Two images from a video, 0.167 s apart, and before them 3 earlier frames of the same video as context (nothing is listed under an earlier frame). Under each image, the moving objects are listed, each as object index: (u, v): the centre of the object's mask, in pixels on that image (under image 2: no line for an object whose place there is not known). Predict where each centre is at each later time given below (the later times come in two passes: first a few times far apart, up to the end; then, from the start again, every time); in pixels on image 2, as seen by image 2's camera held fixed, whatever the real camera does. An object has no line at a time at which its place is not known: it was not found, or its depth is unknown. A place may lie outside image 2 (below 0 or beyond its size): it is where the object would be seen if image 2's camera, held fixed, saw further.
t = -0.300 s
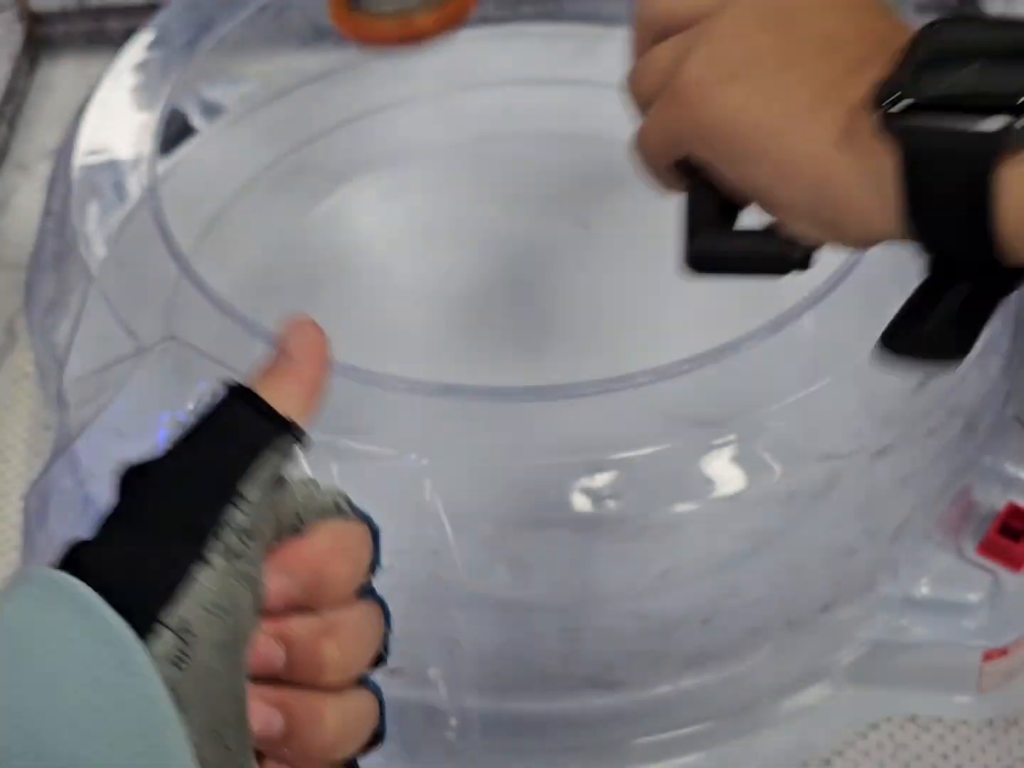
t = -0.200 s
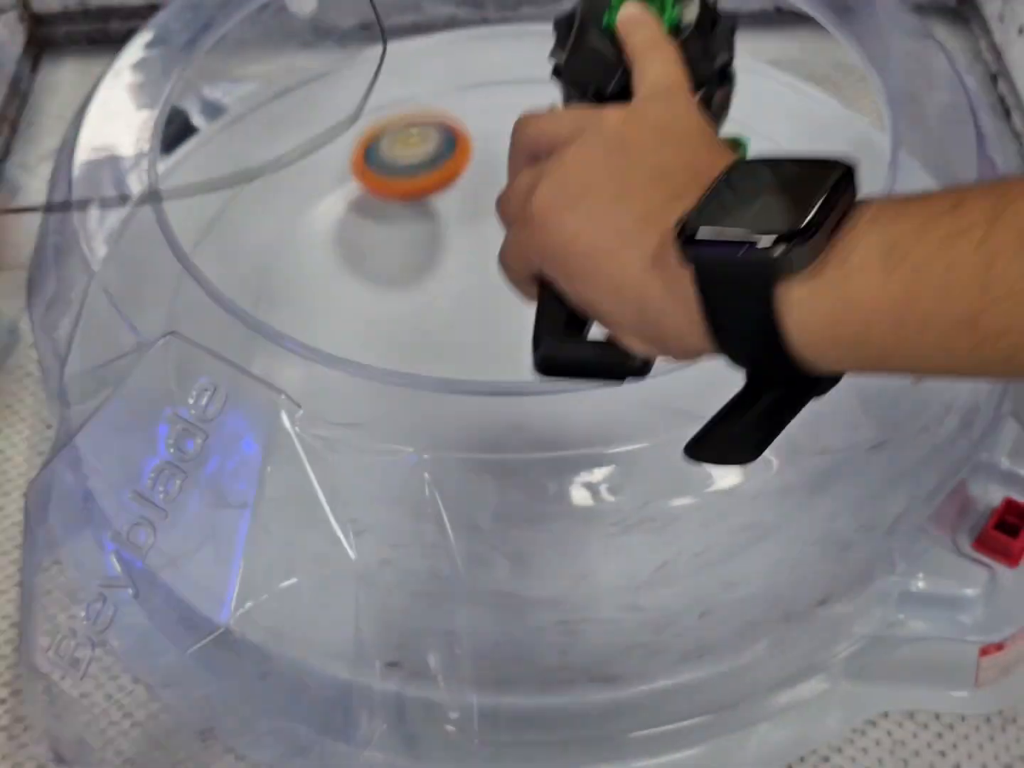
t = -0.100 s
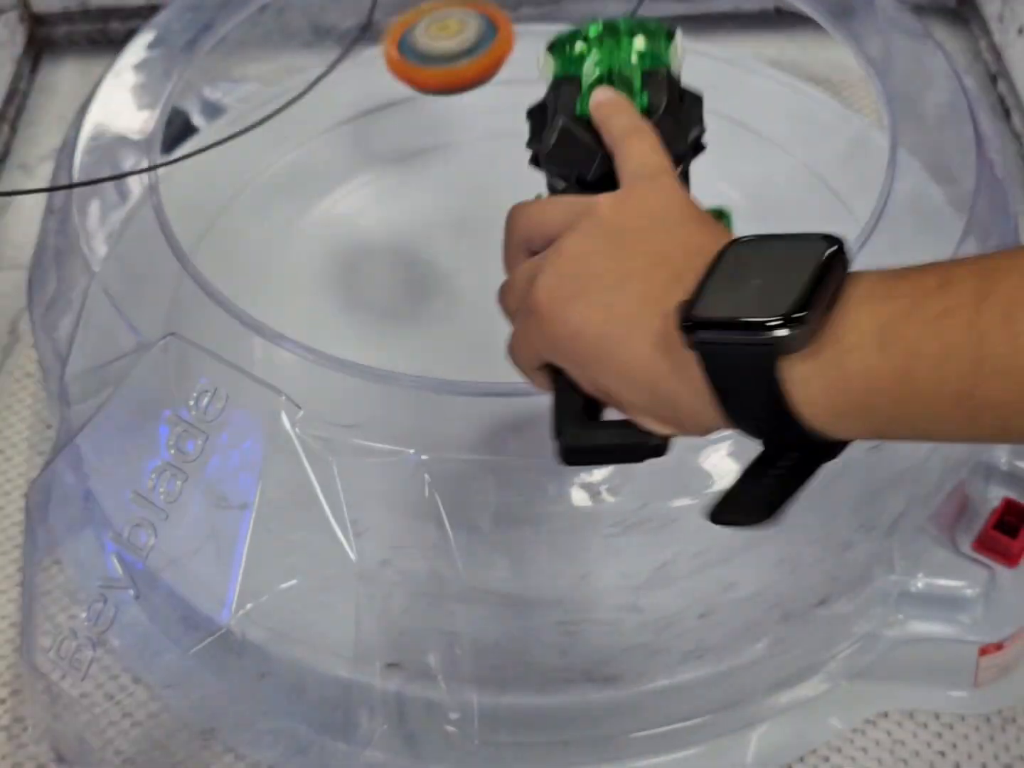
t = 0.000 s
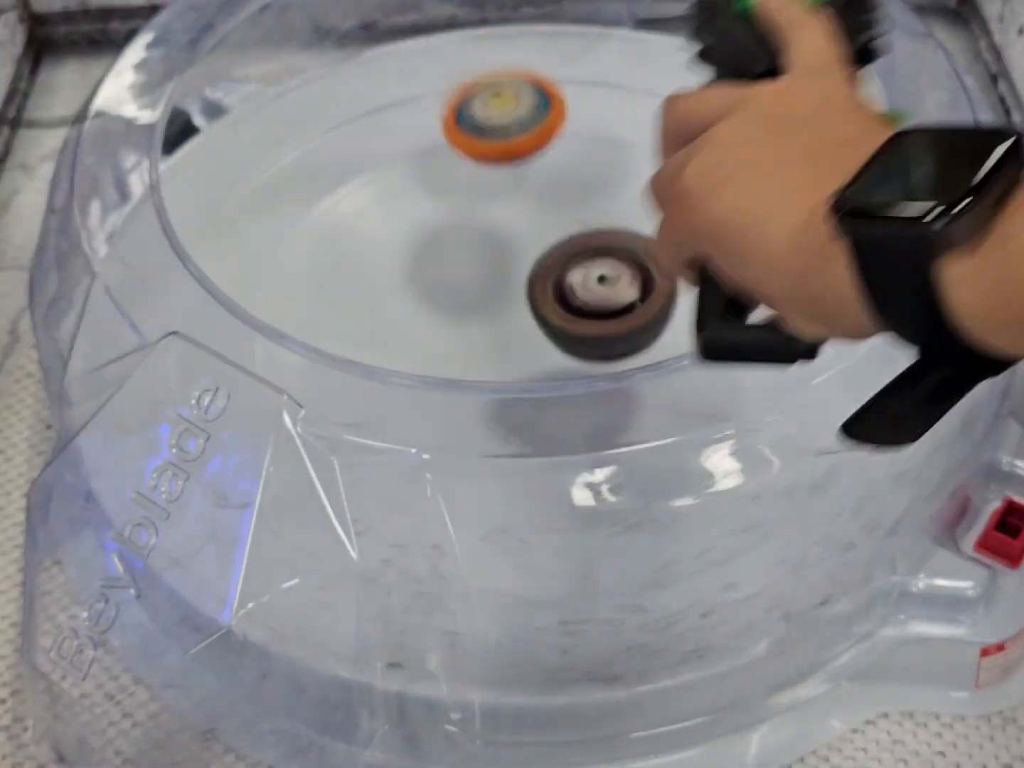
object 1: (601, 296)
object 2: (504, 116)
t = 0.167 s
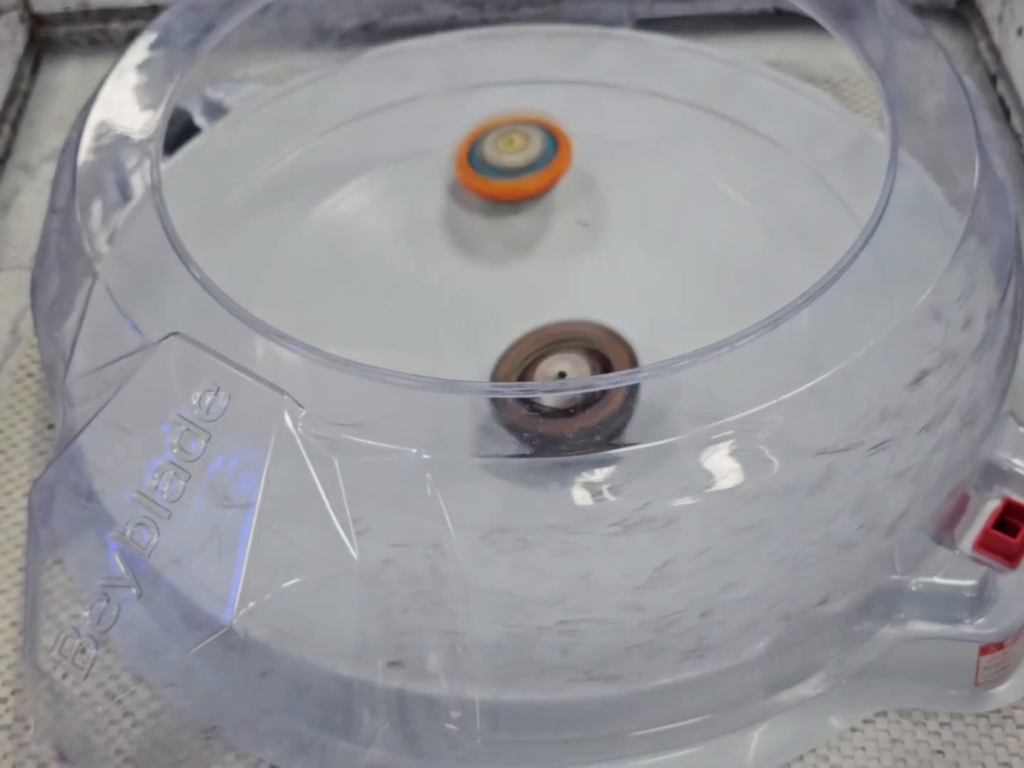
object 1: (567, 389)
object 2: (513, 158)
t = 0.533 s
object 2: (373, 328)
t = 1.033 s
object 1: (431, 282)
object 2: (806, 419)
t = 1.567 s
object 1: (565, 462)
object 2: (459, 177)
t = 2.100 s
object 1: (426, 171)
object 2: (259, 458)
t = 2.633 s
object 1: (257, 362)
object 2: (719, 244)
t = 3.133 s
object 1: (618, 251)
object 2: (210, 183)
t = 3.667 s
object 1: (308, 246)
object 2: (360, 522)
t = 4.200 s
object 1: (684, 171)
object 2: (683, 551)
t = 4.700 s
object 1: (526, 70)
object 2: (636, 320)
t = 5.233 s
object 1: (515, 228)
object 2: (347, 417)
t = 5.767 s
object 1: (659, 310)
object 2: (868, 276)
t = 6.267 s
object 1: (430, 323)
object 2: (658, 82)
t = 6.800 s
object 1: (611, 319)
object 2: (474, 152)
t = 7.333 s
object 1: (345, 289)
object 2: (607, 335)
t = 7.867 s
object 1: (623, 277)
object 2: (442, 330)
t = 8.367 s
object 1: (426, 227)
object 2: (554, 264)
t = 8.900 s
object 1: (584, 392)
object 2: (543, 306)
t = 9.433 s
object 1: (527, 200)
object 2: (512, 318)
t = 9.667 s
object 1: (402, 262)
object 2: (521, 326)
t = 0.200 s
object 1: (559, 415)
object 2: (501, 147)
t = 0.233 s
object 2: (488, 142)
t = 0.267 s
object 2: (473, 140)
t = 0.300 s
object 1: (554, 459)
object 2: (457, 145)
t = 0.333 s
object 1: (559, 464)
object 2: (440, 156)
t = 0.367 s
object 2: (423, 174)
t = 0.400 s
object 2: (405, 198)
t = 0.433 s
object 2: (389, 227)
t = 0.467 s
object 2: (376, 261)
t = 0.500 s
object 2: (367, 299)
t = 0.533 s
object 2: (373, 328)
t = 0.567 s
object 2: (370, 384)
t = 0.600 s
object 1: (635, 412)
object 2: (387, 431)
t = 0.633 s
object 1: (639, 395)
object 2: (416, 462)
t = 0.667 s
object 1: (640, 381)
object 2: (456, 495)
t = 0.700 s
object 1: (638, 355)
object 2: (500, 531)
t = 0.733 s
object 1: (630, 327)
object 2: (546, 564)
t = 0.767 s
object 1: (623, 319)
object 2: (594, 567)
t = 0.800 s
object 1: (609, 311)
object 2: (646, 586)
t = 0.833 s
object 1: (590, 298)
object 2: (690, 585)
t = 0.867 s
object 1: (567, 288)
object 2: (719, 565)
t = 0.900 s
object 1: (540, 281)
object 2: (743, 536)
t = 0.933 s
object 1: (512, 276)
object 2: (765, 507)
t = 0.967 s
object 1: (483, 275)
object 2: (788, 485)
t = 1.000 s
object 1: (457, 277)
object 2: (799, 449)
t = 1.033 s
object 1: (431, 282)
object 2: (806, 419)
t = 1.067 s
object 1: (409, 291)
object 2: (814, 390)
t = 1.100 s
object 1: (392, 303)
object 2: (820, 368)
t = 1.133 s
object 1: (380, 313)
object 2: (828, 350)
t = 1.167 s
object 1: (377, 322)
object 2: (825, 325)
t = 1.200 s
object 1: (372, 351)
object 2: (821, 306)
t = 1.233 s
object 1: (374, 369)
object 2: (814, 285)
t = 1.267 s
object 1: (378, 395)
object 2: (804, 271)
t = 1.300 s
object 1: (392, 413)
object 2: (783, 253)
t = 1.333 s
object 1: (404, 436)
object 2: (766, 244)
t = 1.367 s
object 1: (424, 447)
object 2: (735, 228)
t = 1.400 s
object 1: (446, 456)
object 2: (698, 213)
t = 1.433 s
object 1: (469, 462)
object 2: (656, 200)
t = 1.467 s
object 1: (492, 466)
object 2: (609, 189)
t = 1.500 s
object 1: (516, 467)
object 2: (562, 180)
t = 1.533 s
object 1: (543, 466)
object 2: (510, 178)
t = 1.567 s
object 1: (565, 462)
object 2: (459, 177)
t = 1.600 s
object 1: (588, 455)
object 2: (405, 184)
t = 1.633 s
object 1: (609, 446)
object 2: (353, 193)
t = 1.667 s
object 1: (631, 432)
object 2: (304, 207)
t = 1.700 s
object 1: (646, 423)
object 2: (260, 227)
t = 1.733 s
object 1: (653, 394)
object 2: (222, 250)
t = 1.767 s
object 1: (655, 368)
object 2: (181, 279)
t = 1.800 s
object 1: (663, 343)
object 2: (160, 292)
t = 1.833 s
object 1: (659, 312)
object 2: (144, 322)
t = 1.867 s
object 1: (654, 295)
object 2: (131, 347)
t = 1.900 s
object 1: (639, 267)
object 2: (126, 372)
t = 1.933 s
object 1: (616, 241)
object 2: (135, 391)
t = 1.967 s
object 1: (587, 217)
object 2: (154, 406)
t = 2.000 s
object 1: (551, 198)
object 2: (173, 418)
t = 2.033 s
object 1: (510, 184)
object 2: (197, 431)
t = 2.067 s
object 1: (468, 175)
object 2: (242, 452)
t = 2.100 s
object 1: (426, 171)
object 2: (259, 458)
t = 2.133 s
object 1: (383, 172)
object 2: (287, 465)
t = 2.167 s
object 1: (342, 178)
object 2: (317, 470)
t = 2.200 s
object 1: (303, 187)
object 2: (348, 473)
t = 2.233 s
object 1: (268, 203)
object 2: (375, 476)
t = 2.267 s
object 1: (238, 220)
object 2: (404, 479)
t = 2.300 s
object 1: (211, 235)
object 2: (436, 479)
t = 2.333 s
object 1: (186, 251)
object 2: (475, 474)
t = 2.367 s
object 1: (169, 267)
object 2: (518, 464)
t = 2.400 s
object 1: (170, 283)
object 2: (564, 451)
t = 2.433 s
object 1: (178, 305)
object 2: (611, 434)
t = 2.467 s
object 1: (179, 328)
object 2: (654, 416)
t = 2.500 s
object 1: (192, 339)
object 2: (685, 375)
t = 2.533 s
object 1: (206, 349)
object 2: (707, 340)
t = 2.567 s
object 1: (227, 352)
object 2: (715, 300)
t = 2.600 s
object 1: (242, 358)
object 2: (725, 275)
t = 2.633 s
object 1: (257, 362)
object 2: (719, 244)
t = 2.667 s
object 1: (272, 367)
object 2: (705, 213)
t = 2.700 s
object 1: (293, 372)
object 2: (684, 186)
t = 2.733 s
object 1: (318, 377)
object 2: (655, 161)
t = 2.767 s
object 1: (347, 381)
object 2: (620, 140)
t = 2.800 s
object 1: (378, 381)
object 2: (579, 124)
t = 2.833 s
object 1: (410, 376)
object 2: (533, 113)
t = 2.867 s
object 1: (444, 379)
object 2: (484, 108)
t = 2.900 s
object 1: (479, 375)
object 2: (435, 109)
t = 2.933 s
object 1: (513, 367)
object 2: (388, 114)
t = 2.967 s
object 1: (545, 355)
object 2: (346, 118)
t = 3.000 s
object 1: (572, 332)
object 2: (308, 122)
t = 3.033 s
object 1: (595, 319)
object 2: (276, 130)
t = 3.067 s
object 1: (611, 300)
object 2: (247, 144)
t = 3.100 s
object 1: (618, 276)
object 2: (221, 162)
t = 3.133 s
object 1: (618, 251)
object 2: (210, 183)
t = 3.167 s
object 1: (612, 226)
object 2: (196, 209)
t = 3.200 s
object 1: (600, 203)
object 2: (184, 236)
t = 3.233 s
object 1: (582, 183)
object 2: (178, 274)
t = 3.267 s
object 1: (559, 165)
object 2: (186, 303)
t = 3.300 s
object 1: (535, 151)
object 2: (188, 336)
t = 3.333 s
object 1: (509, 139)
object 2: (194, 361)
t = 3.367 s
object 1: (482, 131)
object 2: (203, 394)
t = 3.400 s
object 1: (455, 126)
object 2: (213, 419)
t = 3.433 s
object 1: (428, 125)
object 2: (245, 445)
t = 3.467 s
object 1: (402, 127)
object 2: (252, 461)
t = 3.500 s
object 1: (378, 136)
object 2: (259, 477)
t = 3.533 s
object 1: (356, 153)
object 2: (276, 492)
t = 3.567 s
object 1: (338, 172)
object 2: (295, 503)
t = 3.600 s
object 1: (324, 195)
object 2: (317, 512)
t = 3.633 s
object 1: (313, 219)
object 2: (339, 518)
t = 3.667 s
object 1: (308, 246)
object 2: (360, 522)
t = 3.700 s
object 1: (310, 274)
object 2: (381, 523)
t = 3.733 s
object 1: (321, 296)
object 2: (400, 524)
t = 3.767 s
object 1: (331, 331)
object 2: (419, 523)
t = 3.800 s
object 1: (354, 358)
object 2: (435, 520)
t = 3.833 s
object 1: (381, 391)
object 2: (453, 516)
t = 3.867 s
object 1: (420, 405)
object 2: (469, 507)
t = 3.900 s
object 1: (467, 399)
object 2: (491, 537)
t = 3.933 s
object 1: (510, 393)
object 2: (514, 560)
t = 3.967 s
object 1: (555, 377)
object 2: (539, 565)
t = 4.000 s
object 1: (596, 356)
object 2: (567, 571)
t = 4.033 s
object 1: (630, 321)
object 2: (595, 571)
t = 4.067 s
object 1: (660, 299)
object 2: (620, 568)
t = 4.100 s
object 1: (679, 268)
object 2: (640, 565)
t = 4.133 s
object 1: (688, 234)
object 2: (658, 561)
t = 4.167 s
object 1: (689, 201)
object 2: (671, 556)
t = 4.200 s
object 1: (684, 171)
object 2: (683, 551)
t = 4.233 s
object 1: (672, 145)
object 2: (693, 545)
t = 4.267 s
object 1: (656, 121)
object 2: (703, 540)
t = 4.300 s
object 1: (635, 103)
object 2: (708, 531)
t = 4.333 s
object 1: (615, 89)
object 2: (715, 518)
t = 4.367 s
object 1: (598, 80)
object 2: (719, 500)
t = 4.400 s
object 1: (584, 74)
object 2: (720, 481)
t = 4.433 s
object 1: (571, 69)
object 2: (721, 464)
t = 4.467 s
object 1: (562, 64)
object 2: (718, 449)
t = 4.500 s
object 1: (553, 62)
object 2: (717, 436)
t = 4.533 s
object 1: (547, 61)
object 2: (712, 425)
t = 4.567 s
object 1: (541, 62)
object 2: (705, 409)
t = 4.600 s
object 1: (535, 62)
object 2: (692, 389)
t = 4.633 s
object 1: (531, 64)
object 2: (675, 357)
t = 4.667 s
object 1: (528, 67)
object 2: (651, 330)
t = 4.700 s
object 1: (526, 70)
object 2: (636, 320)
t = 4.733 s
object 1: (526, 73)
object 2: (612, 303)
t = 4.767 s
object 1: (529, 76)
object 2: (586, 285)
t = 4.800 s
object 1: (530, 77)
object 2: (558, 268)
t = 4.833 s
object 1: (533, 81)
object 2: (527, 254)
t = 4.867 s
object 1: (537, 84)
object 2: (496, 245)
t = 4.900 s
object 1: (543, 88)
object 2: (467, 237)
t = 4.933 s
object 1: (549, 92)
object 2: (438, 236)
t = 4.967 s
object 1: (555, 95)
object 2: (408, 240)
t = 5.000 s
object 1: (558, 102)
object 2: (383, 248)
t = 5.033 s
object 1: (558, 112)
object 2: (359, 260)
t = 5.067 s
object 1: (556, 128)
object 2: (341, 278)
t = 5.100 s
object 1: (551, 144)
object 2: (328, 297)
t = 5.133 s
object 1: (543, 163)
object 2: (327, 312)
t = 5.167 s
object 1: (534, 183)
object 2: (322, 349)
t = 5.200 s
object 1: (524, 205)
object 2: (331, 384)
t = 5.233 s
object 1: (515, 228)
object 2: (347, 417)
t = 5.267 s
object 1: (506, 251)
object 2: (377, 441)
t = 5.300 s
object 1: (500, 275)
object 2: (416, 464)
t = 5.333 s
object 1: (498, 296)
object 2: (469, 482)
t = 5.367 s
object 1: (501, 317)
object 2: (527, 492)
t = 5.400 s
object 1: (509, 329)
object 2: (591, 494)
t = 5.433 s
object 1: (520, 338)
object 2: (652, 490)
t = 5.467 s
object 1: (536, 361)
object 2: (707, 487)
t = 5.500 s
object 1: (555, 369)
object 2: (756, 479)
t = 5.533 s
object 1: (573, 373)
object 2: (801, 469)
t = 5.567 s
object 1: (592, 373)
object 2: (832, 448)
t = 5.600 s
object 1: (610, 368)
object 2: (859, 428)
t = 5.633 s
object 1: (626, 361)
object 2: (875, 400)
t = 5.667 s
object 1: (640, 352)
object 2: (881, 370)
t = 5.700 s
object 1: (649, 340)
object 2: (885, 339)
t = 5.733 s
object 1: (654, 317)
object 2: (883, 310)
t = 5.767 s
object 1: (659, 310)
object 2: (868, 276)
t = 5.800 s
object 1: (660, 303)
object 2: (863, 248)
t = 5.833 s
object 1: (657, 294)
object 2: (844, 221)
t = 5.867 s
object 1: (648, 284)
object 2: (833, 199)
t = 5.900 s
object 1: (635, 275)
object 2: (820, 181)
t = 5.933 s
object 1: (619, 267)
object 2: (808, 164)
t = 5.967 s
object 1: (599, 262)
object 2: (793, 149)
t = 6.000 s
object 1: (576, 260)
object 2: (779, 137)
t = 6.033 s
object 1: (552, 260)
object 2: (763, 125)
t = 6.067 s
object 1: (528, 262)
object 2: (748, 114)
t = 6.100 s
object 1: (504, 268)
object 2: (733, 106)
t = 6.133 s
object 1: (482, 276)
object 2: (717, 99)
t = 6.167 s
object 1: (463, 287)
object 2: (702, 94)
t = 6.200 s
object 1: (447, 299)
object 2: (687, 88)
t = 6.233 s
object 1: (436, 313)
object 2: (672, 85)
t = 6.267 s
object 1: (430, 323)
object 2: (658, 82)
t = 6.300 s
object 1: (428, 331)
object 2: (644, 81)
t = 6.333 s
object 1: (429, 353)
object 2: (631, 80)
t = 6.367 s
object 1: (433, 369)
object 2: (618, 79)
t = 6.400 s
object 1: (440, 379)
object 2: (605, 79)
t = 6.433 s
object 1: (451, 393)
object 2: (593, 80)
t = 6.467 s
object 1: (463, 403)
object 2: (581, 81)
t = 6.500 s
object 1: (476, 410)
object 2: (569, 83)
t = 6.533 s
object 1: (491, 413)
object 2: (559, 85)
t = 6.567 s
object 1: (508, 414)
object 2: (549, 89)
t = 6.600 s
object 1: (527, 410)
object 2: (539, 92)
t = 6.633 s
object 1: (547, 403)
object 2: (531, 95)
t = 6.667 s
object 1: (566, 393)
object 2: (522, 99)
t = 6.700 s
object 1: (584, 376)
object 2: (514, 105)
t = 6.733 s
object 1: (598, 358)
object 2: (503, 115)
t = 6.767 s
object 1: (606, 330)
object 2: (490, 131)
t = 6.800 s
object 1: (611, 319)
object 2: (474, 152)
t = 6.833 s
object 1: (608, 303)
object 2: (457, 174)
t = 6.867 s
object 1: (601, 283)
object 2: (442, 199)
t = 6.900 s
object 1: (586, 266)
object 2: (428, 226)
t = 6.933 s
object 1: (569, 249)
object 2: (419, 253)
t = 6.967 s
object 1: (547, 236)
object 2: (414, 279)
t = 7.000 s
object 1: (522, 227)
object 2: (414, 304)
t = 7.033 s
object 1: (497, 220)
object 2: (422, 327)
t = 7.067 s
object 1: (469, 217)
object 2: (436, 341)
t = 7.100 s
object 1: (444, 219)
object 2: (452, 365)
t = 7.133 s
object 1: (419, 223)
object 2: (475, 380)
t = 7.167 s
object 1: (397, 230)
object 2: (500, 382)
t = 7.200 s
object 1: (379, 239)
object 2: (526, 383)
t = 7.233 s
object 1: (364, 250)
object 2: (553, 380)
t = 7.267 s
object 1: (354, 263)
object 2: (576, 372)
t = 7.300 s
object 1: (347, 276)
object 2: (595, 357)
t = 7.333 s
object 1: (345, 289)
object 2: (607, 335)
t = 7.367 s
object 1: (348, 300)
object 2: (617, 324)
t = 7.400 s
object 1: (355, 309)
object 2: (619, 304)
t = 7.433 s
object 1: (366, 318)
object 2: (615, 287)
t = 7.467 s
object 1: (376, 337)
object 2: (605, 269)
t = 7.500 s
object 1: (394, 349)
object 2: (589, 255)
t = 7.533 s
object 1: (414, 358)
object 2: (570, 244)
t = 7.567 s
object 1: (439, 366)
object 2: (548, 237)
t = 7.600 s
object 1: (466, 372)
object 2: (525, 236)
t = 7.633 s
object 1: (497, 371)
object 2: (502, 237)
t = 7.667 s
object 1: (528, 368)
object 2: (481, 244)
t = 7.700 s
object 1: (557, 360)
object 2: (463, 255)
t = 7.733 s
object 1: (581, 346)
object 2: (449, 268)
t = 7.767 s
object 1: (599, 325)
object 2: (439, 282)
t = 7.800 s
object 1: (613, 313)
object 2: (434, 298)
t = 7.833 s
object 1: (621, 296)
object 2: (435, 317)
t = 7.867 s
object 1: (623, 277)
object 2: (442, 330)
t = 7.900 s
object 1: (621, 258)
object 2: (456, 340)
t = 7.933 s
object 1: (614, 240)
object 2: (473, 347)
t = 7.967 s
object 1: (604, 224)
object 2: (494, 364)
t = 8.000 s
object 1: (592, 210)
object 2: (515, 368)
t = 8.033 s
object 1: (578, 198)
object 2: (538, 367)
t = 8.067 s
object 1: (561, 190)
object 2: (559, 360)
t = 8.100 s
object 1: (545, 183)
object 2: (574, 344)
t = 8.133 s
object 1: (528, 180)
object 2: (588, 336)
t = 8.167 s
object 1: (511, 179)
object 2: (599, 326)
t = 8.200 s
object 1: (494, 181)
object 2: (604, 314)
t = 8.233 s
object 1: (479, 186)
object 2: (602, 299)
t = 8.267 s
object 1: (464, 193)
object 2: (594, 285)
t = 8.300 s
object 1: (451, 203)
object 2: (582, 274)
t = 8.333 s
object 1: (439, 215)
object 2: (567, 266)
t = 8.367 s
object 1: (426, 227)
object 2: (554, 264)
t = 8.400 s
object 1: (405, 237)
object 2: (550, 267)
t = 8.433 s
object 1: (389, 251)
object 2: (544, 274)
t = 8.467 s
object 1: (378, 266)
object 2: (538, 282)
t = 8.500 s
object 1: (373, 285)
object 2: (531, 291)
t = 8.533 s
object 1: (371, 301)
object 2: (525, 299)
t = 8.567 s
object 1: (378, 314)
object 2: (520, 307)
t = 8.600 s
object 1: (387, 325)
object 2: (518, 314)
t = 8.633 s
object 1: (399, 351)
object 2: (520, 320)
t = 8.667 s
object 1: (411, 370)
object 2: (526, 322)
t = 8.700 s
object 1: (427, 379)
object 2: (533, 322)
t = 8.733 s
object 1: (450, 399)
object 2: (539, 320)
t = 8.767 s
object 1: (475, 407)
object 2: (544, 317)
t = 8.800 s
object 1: (504, 411)
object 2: (547, 313)
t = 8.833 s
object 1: (531, 411)
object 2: (547, 311)
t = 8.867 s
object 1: (560, 405)
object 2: (546, 308)
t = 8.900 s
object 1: (584, 392)
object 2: (543, 306)
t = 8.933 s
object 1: (607, 388)
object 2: (540, 302)
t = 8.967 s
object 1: (628, 370)
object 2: (539, 300)
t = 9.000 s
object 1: (643, 354)
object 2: (539, 298)
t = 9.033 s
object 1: (654, 335)
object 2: (536, 298)
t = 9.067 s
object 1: (658, 312)
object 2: (534, 297)
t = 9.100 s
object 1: (663, 300)
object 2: (532, 297)
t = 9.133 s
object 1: (664, 285)
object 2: (529, 295)
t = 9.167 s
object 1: (659, 268)
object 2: (525, 296)
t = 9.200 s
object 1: (650, 252)
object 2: (523, 297)
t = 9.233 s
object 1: (639, 238)
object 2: (518, 300)
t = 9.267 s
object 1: (625, 226)
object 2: (514, 302)
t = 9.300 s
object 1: (609, 216)
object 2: (511, 305)
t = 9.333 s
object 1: (590, 208)
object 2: (509, 309)
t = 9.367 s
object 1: (571, 203)
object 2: (509, 313)
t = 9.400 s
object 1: (549, 200)
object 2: (510, 316)
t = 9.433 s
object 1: (527, 200)
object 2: (512, 318)
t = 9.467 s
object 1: (506, 202)
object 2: (513, 320)
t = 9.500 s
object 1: (484, 206)
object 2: (515, 322)
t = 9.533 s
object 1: (463, 214)
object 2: (516, 323)
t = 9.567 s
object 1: (445, 224)
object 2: (517, 324)
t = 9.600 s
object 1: (428, 235)
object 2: (519, 326)
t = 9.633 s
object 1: (414, 248)
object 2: (520, 326)
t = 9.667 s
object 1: (402, 262)
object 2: (521, 326)
